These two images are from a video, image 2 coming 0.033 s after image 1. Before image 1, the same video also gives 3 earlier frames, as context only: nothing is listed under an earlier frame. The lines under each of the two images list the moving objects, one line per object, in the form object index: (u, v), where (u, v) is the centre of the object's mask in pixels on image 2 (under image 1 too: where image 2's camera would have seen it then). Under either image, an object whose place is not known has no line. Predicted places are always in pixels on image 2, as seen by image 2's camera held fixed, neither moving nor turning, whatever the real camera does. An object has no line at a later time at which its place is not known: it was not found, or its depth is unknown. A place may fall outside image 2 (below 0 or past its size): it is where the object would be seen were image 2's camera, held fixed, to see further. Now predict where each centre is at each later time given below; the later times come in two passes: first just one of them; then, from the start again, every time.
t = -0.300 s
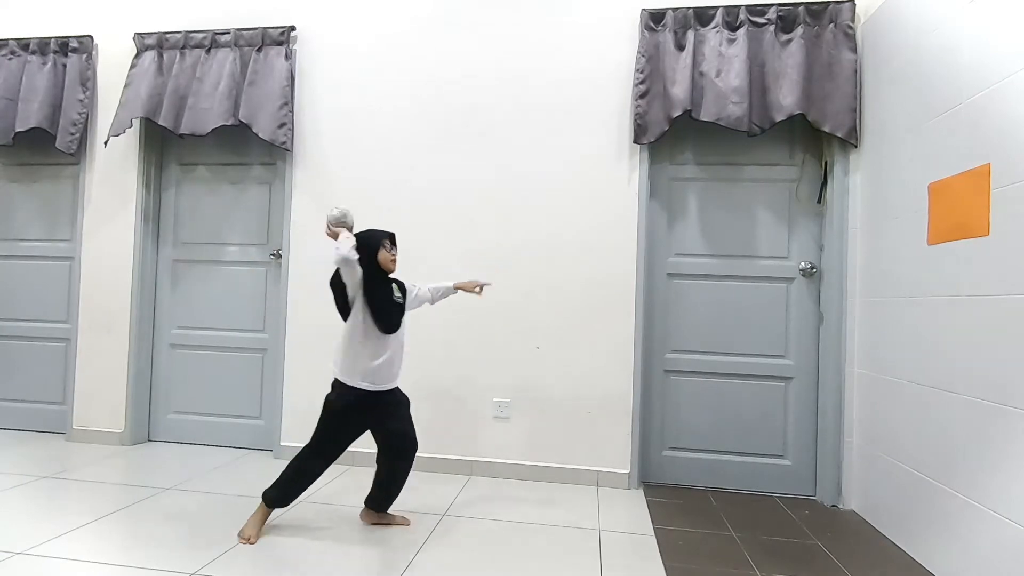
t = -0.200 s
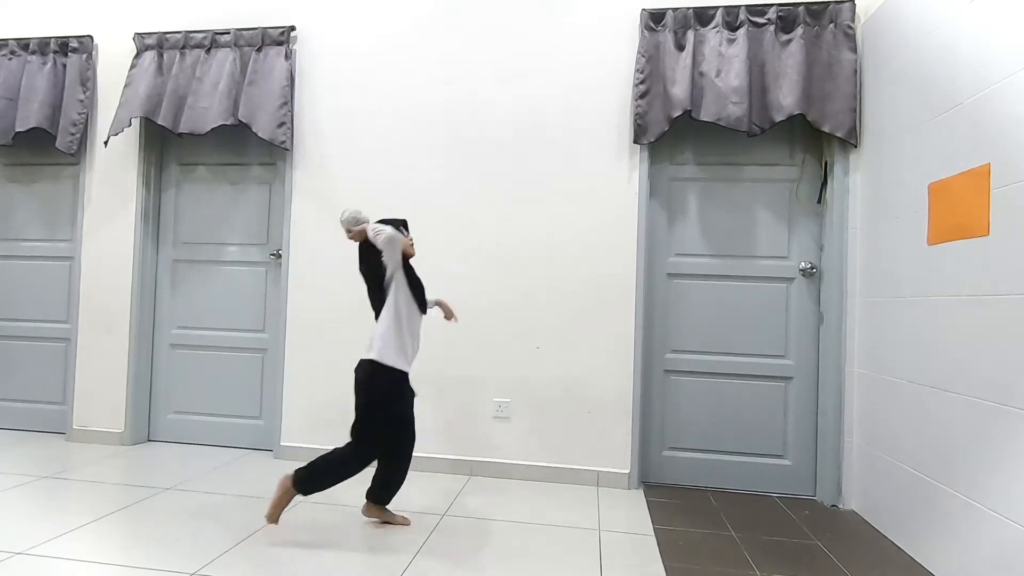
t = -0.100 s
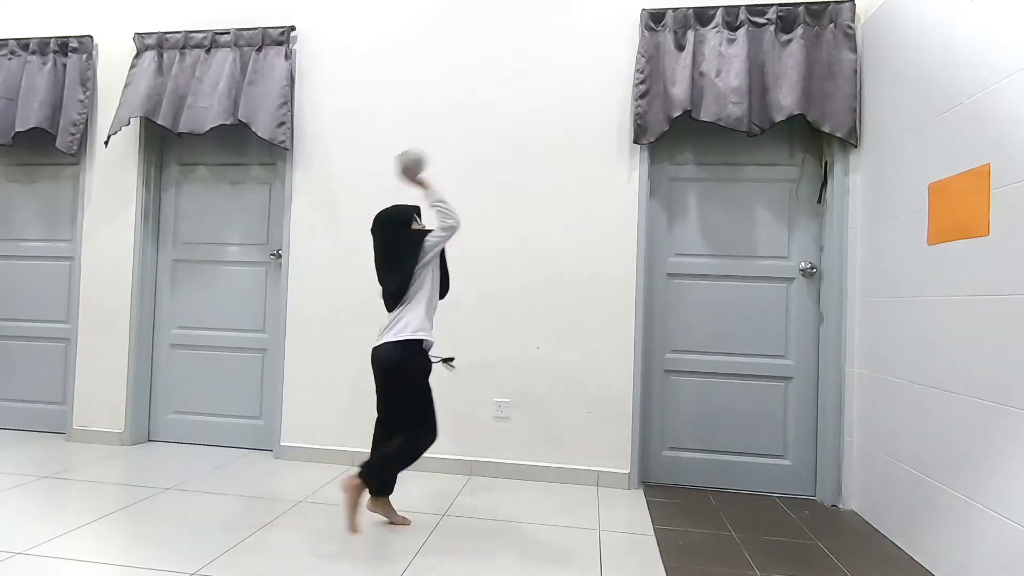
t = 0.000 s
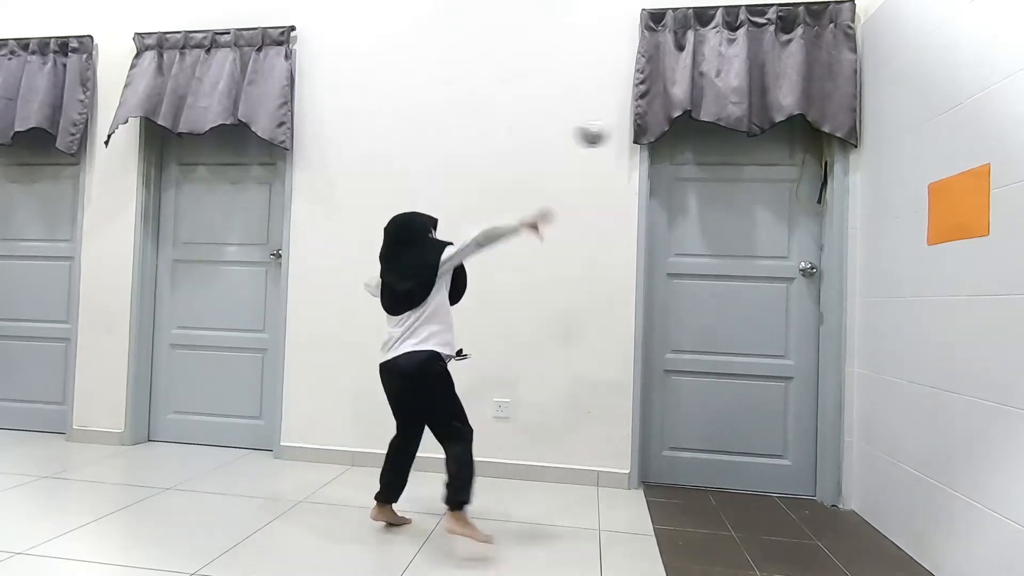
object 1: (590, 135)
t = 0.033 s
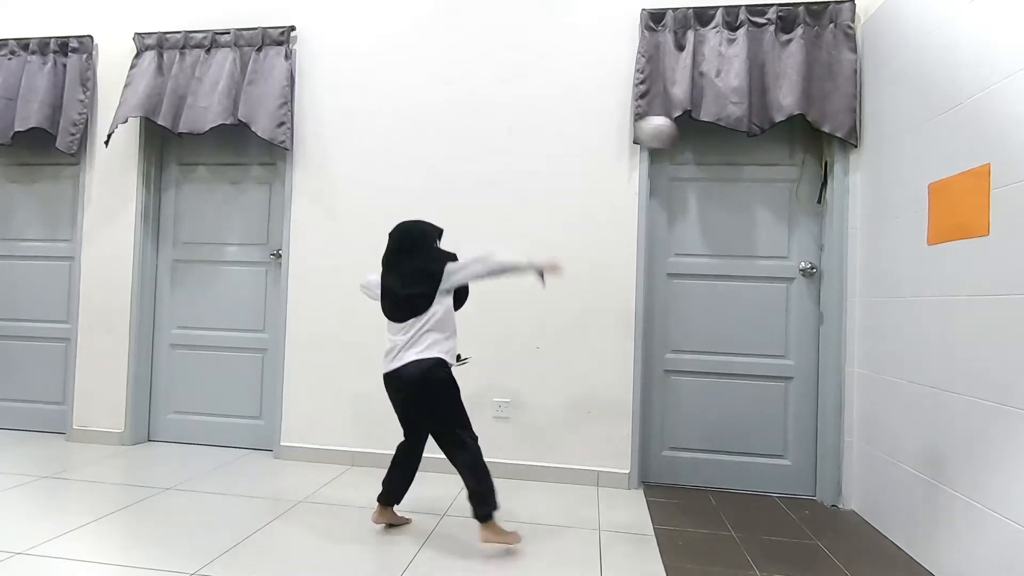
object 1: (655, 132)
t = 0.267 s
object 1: (828, 197)
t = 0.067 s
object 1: (718, 136)
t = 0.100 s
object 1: (783, 143)
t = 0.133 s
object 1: (841, 150)
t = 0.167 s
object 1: (907, 165)
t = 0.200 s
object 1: (895, 176)
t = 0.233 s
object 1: (860, 186)
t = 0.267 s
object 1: (828, 197)
